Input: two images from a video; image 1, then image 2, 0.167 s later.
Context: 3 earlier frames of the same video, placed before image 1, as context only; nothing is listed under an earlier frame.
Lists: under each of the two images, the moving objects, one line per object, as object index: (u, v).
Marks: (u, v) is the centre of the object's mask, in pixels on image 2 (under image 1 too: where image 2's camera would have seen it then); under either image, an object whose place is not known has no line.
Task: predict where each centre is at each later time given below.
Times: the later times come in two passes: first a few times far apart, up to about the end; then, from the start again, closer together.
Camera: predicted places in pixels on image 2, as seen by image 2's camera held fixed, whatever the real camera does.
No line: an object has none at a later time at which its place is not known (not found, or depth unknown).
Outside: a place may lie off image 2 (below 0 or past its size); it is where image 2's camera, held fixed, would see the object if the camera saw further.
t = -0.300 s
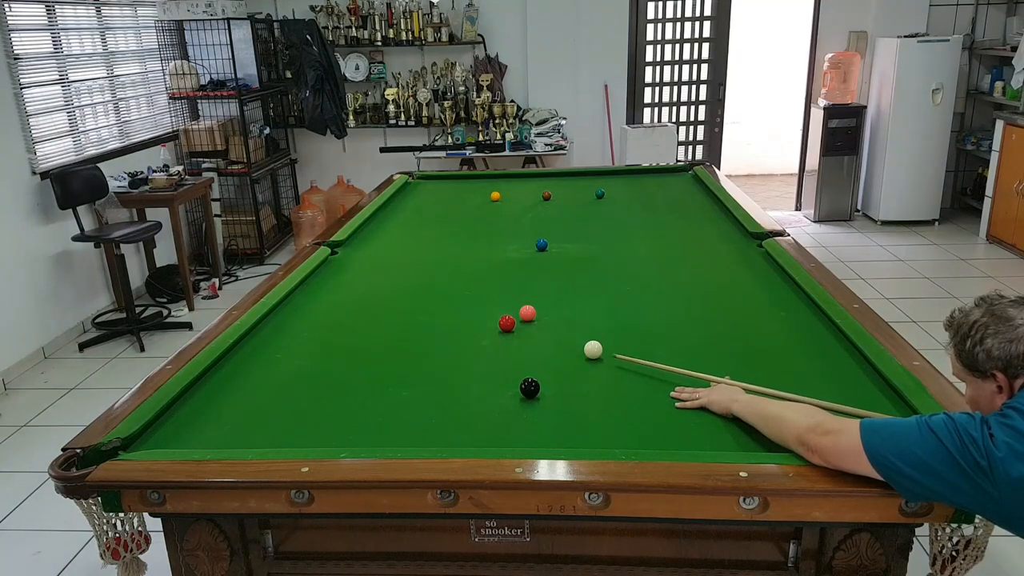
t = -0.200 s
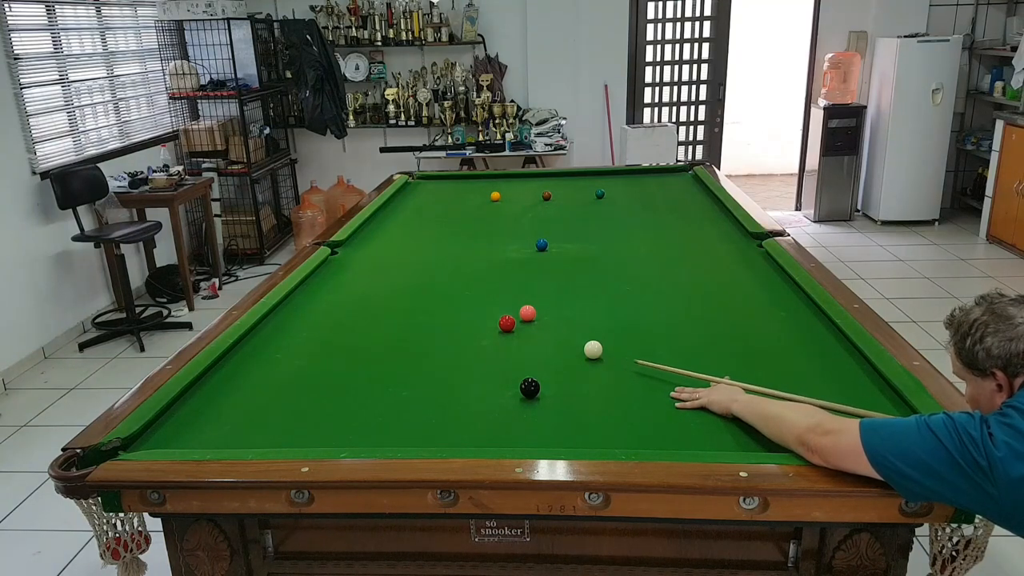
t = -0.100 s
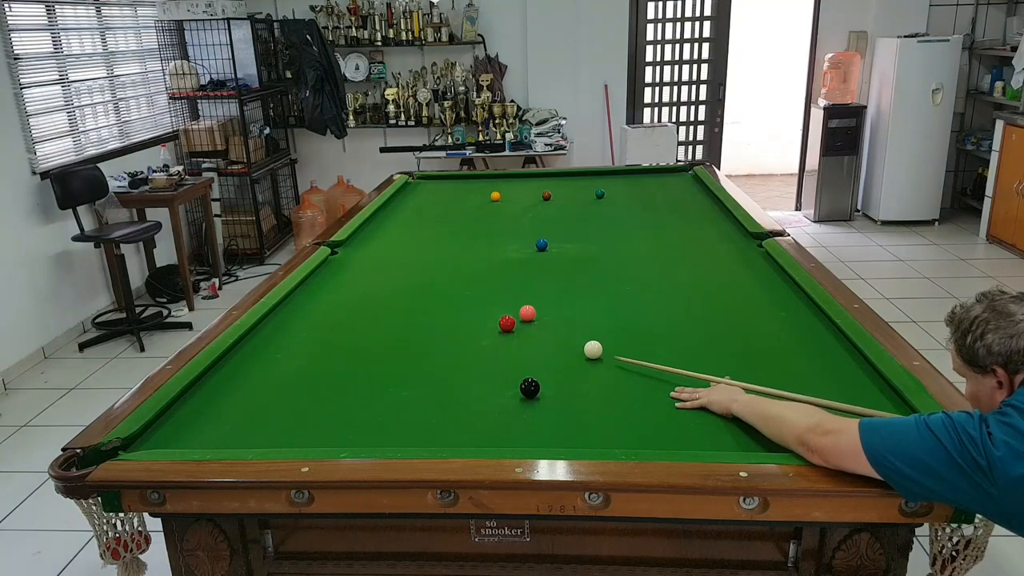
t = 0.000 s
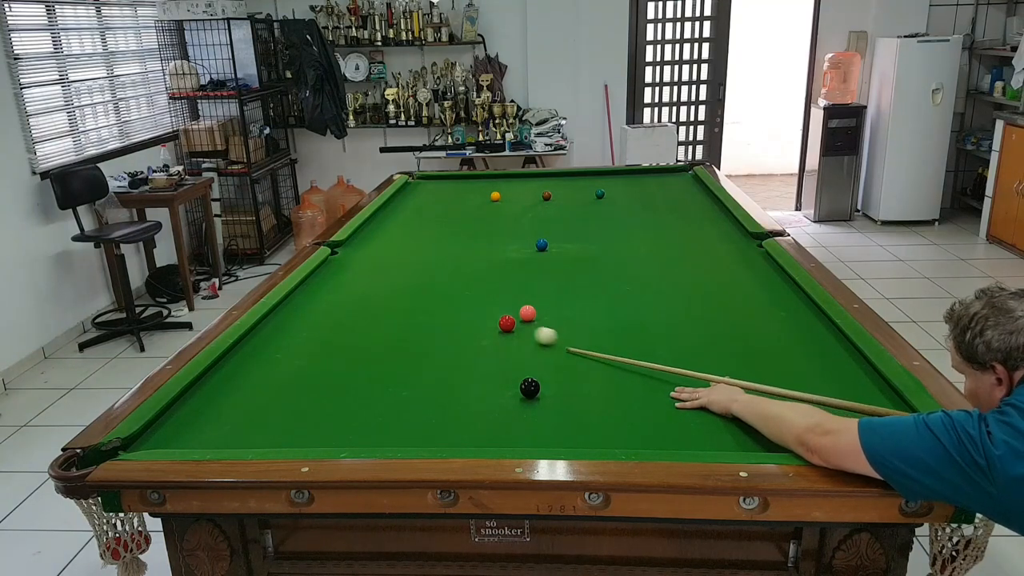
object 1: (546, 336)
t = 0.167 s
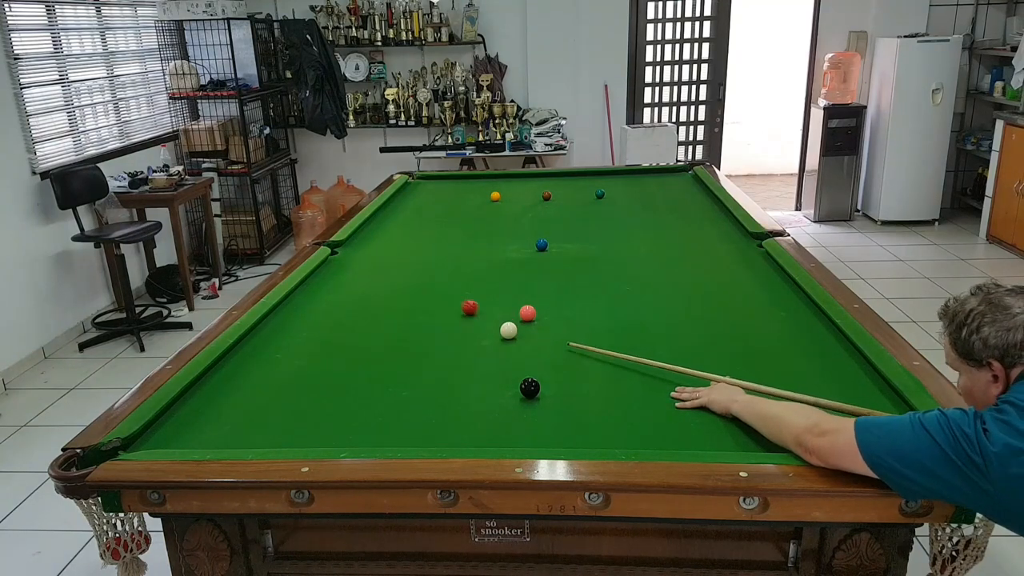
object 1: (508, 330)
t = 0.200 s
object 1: (506, 331)
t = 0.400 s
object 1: (495, 335)
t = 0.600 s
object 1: (485, 339)
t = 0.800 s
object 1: (475, 343)
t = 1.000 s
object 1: (467, 346)
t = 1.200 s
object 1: (459, 349)
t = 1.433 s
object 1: (452, 352)
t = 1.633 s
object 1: (446, 354)
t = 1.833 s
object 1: (442, 356)
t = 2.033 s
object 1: (439, 356)
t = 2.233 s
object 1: (437, 357)
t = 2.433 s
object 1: (436, 357)
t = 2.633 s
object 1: (436, 358)
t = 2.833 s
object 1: (436, 358)
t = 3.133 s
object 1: (441, 356)
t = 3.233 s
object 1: (436, 357)
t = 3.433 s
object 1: (437, 357)
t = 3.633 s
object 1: (437, 357)
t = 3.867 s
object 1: (437, 357)
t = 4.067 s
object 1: (437, 357)
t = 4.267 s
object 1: (437, 357)
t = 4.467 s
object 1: (437, 357)
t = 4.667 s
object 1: (437, 357)
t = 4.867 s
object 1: (437, 357)
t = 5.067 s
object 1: (437, 357)
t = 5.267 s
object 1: (437, 357)
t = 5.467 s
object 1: (437, 357)
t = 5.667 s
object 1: (437, 357)
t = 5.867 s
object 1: (437, 357)
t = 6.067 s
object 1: (437, 357)
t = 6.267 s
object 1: (437, 357)
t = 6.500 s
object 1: (437, 357)
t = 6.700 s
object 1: (437, 357)
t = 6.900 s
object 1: (437, 357)
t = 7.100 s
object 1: (437, 357)
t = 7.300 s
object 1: (437, 357)
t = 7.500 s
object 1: (437, 357)
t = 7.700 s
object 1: (437, 357)
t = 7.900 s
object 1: (437, 357)
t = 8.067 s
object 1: (437, 357)
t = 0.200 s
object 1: (506, 331)
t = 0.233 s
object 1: (505, 332)
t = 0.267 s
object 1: (502, 333)
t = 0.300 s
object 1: (501, 333)
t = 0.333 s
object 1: (499, 334)
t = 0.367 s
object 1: (497, 335)
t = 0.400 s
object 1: (495, 335)
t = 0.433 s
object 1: (493, 336)
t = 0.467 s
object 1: (492, 337)
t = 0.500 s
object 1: (490, 337)
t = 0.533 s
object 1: (488, 338)
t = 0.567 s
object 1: (486, 339)
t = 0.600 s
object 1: (485, 339)
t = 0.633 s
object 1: (483, 340)
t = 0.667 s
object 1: (482, 341)
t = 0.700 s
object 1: (480, 341)
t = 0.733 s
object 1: (478, 342)
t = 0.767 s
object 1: (477, 342)
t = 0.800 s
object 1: (475, 343)
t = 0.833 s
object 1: (474, 343)
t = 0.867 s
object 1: (472, 344)
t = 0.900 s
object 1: (471, 345)
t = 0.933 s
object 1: (469, 345)
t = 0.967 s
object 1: (468, 346)
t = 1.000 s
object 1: (467, 346)
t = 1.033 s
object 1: (465, 347)
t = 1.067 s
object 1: (464, 347)
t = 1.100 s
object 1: (463, 348)
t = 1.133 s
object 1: (462, 348)
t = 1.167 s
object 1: (460, 348)
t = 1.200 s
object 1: (459, 349)
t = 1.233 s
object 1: (458, 349)
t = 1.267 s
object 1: (457, 350)
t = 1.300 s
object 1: (456, 350)
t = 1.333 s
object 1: (455, 351)
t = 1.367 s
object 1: (454, 351)
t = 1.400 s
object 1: (453, 352)
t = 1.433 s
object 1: (452, 352)
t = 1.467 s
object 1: (451, 352)
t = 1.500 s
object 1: (450, 353)
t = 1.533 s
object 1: (449, 353)
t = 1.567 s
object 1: (448, 353)
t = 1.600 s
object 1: (447, 353)
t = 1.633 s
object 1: (446, 354)
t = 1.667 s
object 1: (445, 354)
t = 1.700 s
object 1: (445, 354)
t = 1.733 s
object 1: (444, 355)
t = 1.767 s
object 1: (443, 355)
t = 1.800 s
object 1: (443, 355)
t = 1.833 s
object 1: (442, 356)
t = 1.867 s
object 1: (441, 356)
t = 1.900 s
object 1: (441, 356)
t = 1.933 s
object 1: (440, 356)
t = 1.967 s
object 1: (440, 356)
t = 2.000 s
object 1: (439, 356)
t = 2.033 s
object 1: (439, 356)
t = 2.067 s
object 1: (438, 357)
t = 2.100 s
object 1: (438, 357)
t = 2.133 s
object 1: (437, 357)
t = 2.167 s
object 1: (437, 357)
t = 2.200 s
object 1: (437, 357)
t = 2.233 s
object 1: (437, 357)
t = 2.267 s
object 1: (436, 357)
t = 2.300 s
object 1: (436, 357)
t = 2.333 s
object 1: (436, 357)
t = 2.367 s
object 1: (436, 357)
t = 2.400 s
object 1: (436, 357)
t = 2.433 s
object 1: (436, 357)
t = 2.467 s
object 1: (436, 357)
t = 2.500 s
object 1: (436, 357)
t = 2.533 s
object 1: (436, 358)
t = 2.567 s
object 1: (436, 358)
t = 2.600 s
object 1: (436, 358)
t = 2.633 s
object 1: (436, 358)
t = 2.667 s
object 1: (434, 356)
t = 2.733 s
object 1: (438, 354)
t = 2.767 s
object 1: (436, 358)
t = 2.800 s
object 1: (436, 358)
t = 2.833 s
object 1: (436, 358)
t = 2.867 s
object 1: (433, 356)
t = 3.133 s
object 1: (441, 356)
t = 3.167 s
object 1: (437, 357)
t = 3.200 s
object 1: (436, 357)
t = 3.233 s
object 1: (436, 357)
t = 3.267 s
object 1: (436, 357)
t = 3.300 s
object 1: (437, 357)
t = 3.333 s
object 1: (437, 357)
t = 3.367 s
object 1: (437, 357)
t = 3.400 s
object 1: (437, 357)
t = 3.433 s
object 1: (437, 357)
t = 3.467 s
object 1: (437, 357)
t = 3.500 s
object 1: (437, 357)
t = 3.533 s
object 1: (437, 357)
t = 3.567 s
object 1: (437, 357)
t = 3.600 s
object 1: (437, 357)
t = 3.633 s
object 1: (437, 357)
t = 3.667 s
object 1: (437, 357)
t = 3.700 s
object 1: (437, 357)
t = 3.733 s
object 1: (437, 357)
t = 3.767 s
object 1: (437, 357)
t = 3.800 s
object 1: (437, 357)
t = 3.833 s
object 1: (437, 357)
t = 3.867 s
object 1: (437, 357)
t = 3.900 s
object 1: (437, 357)
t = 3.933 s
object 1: (437, 357)
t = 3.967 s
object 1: (437, 357)
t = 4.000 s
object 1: (437, 357)
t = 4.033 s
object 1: (437, 357)
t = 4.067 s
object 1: (437, 357)
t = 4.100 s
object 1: (437, 357)
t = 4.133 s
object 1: (437, 357)
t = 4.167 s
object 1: (437, 357)
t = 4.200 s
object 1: (437, 357)
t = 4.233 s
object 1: (437, 357)
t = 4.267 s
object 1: (437, 357)
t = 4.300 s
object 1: (437, 357)
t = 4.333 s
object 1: (437, 357)
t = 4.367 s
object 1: (437, 357)
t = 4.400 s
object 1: (437, 357)
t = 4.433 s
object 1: (437, 357)
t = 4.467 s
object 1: (437, 357)
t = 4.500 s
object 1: (437, 357)
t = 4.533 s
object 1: (437, 357)
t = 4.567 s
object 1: (437, 357)
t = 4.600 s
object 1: (437, 357)
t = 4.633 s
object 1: (437, 357)
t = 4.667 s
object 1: (437, 357)
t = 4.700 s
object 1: (437, 357)
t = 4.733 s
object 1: (437, 357)
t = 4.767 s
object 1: (437, 357)
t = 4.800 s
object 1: (437, 357)
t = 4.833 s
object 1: (437, 357)
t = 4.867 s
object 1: (437, 357)
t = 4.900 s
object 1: (437, 357)
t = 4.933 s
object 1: (437, 357)
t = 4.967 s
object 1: (437, 357)
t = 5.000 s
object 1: (437, 357)
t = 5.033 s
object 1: (437, 357)
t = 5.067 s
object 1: (437, 357)
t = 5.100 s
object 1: (437, 357)
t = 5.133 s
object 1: (437, 357)
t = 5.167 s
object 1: (437, 357)
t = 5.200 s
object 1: (437, 357)
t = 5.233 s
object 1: (437, 357)
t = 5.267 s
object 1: (437, 357)
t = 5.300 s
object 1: (437, 357)
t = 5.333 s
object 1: (437, 357)
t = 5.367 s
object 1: (437, 357)
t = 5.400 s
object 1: (437, 357)
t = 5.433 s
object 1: (437, 357)
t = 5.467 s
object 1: (437, 357)
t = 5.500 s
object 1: (437, 357)
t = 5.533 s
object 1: (437, 357)
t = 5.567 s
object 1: (437, 357)
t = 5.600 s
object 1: (437, 357)
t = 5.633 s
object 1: (437, 357)
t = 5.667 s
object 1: (437, 357)
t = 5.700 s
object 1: (437, 357)
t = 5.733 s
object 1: (437, 357)
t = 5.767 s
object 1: (437, 357)
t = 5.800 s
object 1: (437, 357)
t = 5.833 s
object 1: (437, 357)
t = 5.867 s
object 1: (437, 357)
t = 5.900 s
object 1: (437, 357)
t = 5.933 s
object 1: (437, 357)
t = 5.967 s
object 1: (437, 357)
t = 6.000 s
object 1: (437, 357)
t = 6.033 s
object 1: (437, 357)
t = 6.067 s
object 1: (437, 357)
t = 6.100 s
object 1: (437, 357)
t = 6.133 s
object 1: (437, 357)
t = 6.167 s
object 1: (437, 357)
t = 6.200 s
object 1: (437, 357)
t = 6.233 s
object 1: (437, 357)
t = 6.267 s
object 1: (437, 357)
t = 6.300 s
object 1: (437, 357)
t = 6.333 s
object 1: (437, 357)
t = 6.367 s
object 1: (437, 357)
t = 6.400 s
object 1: (437, 357)
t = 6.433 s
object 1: (437, 357)
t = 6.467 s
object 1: (437, 357)
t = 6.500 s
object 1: (437, 357)
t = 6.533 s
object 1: (437, 357)
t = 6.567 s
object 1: (437, 357)
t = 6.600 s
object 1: (437, 357)
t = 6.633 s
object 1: (437, 357)
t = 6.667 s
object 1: (437, 357)
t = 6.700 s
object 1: (437, 357)
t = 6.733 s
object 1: (437, 357)
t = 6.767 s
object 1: (437, 357)
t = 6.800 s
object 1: (437, 357)
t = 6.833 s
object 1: (437, 357)
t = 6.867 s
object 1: (437, 357)
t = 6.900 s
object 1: (437, 357)
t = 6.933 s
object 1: (437, 357)
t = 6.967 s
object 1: (437, 357)
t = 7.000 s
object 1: (437, 357)
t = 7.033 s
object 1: (437, 357)
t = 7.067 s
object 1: (437, 357)
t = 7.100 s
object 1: (437, 357)
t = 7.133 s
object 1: (437, 357)
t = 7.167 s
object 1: (437, 357)
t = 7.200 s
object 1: (437, 357)
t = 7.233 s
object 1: (437, 357)
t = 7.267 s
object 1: (437, 357)
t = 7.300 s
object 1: (437, 357)
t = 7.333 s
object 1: (437, 357)
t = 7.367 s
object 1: (437, 357)
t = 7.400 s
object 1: (437, 357)
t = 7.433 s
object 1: (437, 357)
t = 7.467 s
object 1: (437, 357)
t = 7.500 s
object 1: (437, 357)
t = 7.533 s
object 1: (437, 357)
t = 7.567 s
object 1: (437, 357)
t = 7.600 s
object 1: (437, 357)
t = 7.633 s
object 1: (437, 357)
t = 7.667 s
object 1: (437, 357)
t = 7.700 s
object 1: (437, 357)
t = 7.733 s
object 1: (437, 357)
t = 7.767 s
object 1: (437, 357)
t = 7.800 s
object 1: (437, 357)
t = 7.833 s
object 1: (437, 357)
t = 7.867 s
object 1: (437, 357)
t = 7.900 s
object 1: (437, 357)
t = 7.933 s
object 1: (437, 357)
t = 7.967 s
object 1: (437, 357)
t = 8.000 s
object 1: (437, 357)
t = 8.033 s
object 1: (437, 357)
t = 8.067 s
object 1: (437, 357)
